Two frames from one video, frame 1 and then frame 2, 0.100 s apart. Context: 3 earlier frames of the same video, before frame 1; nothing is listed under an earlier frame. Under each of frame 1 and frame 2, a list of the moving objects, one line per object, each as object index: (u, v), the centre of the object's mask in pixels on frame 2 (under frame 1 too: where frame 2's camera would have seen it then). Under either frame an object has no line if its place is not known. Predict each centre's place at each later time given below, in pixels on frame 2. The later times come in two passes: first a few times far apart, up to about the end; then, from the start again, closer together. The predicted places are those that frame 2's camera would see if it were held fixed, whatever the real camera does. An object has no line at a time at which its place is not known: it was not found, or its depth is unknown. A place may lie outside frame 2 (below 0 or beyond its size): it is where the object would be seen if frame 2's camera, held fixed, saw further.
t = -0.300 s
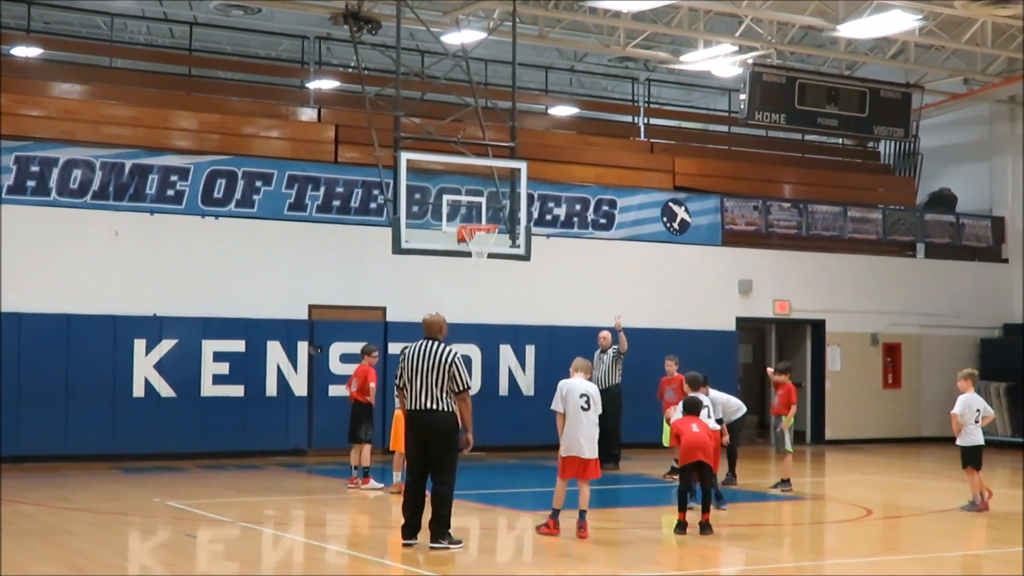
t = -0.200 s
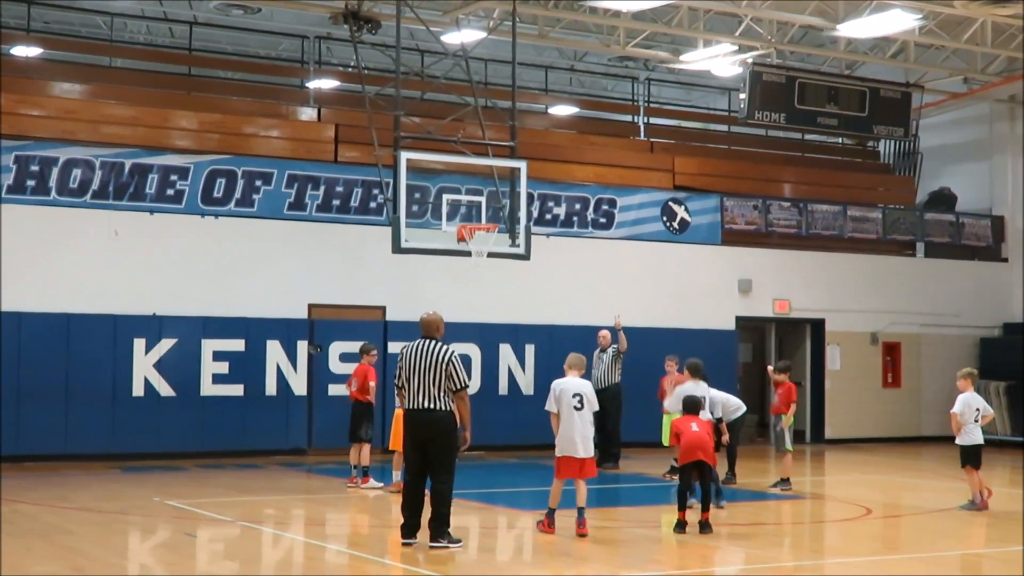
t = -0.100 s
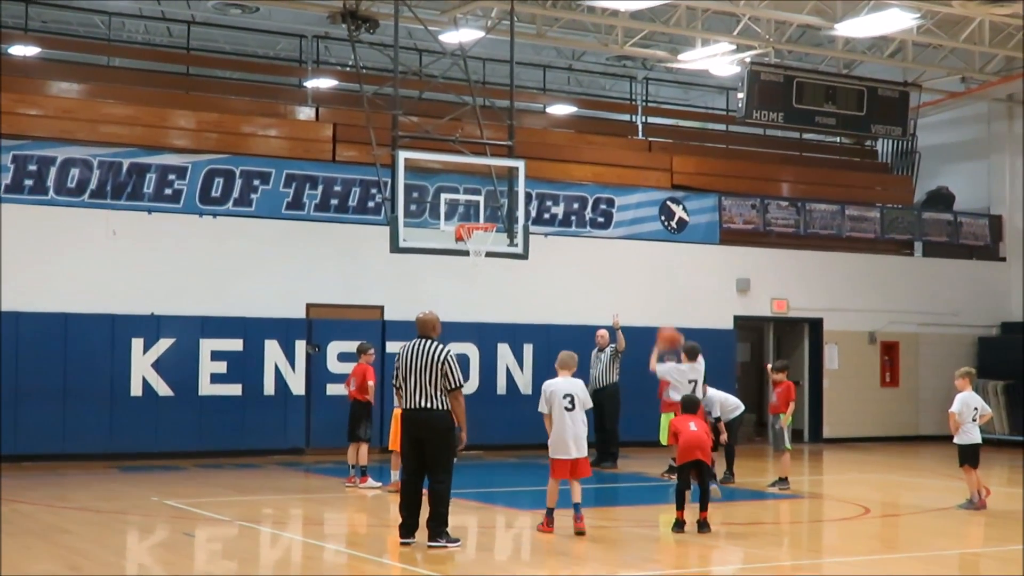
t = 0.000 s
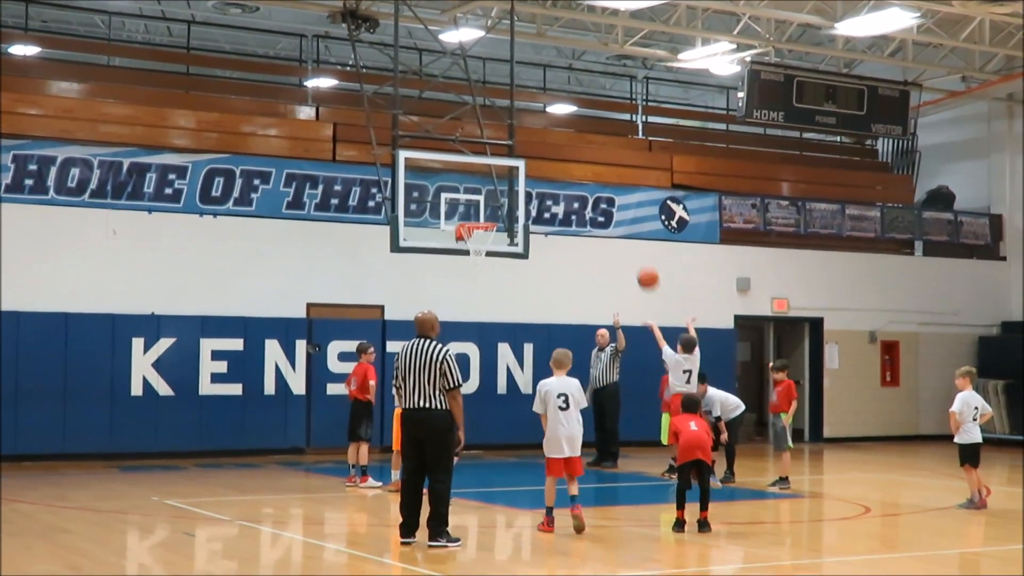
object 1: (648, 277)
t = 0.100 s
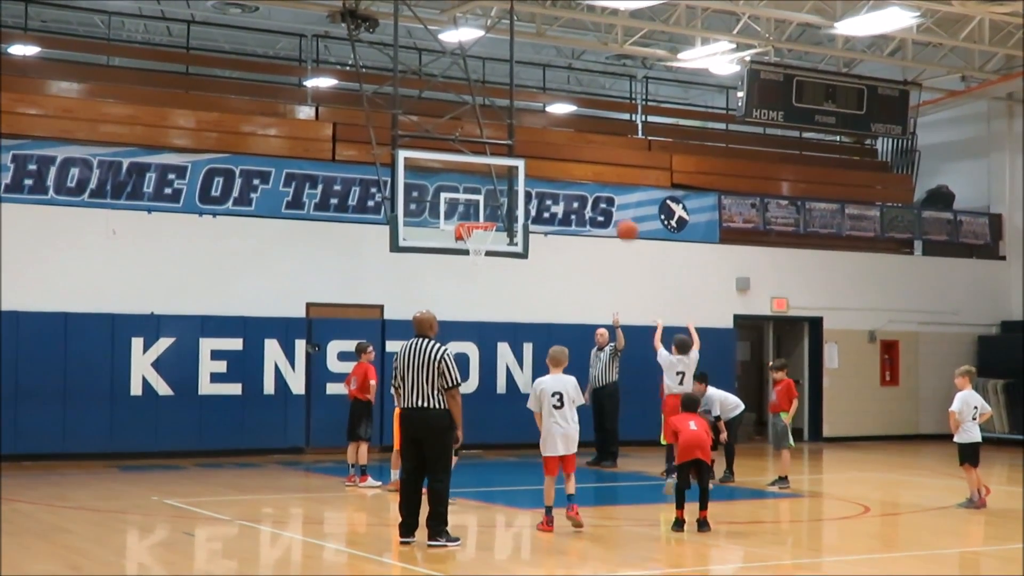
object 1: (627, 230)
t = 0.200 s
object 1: (607, 192)
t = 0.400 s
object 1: (571, 148)
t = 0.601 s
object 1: (538, 140)
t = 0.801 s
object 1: (506, 165)
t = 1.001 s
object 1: (476, 217)
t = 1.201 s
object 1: (468, 254)
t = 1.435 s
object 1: (472, 305)
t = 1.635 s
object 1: (479, 381)
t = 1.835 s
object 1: (482, 445)
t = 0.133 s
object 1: (620, 216)
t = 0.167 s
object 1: (613, 204)
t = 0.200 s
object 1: (607, 192)
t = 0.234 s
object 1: (601, 182)
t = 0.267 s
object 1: (595, 173)
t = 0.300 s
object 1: (589, 165)
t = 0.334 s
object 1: (583, 158)
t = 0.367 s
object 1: (577, 153)
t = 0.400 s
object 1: (571, 148)
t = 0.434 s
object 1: (566, 144)
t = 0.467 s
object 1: (560, 141)
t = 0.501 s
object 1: (554, 139)
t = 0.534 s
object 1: (549, 138)
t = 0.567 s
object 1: (543, 139)
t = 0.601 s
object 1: (538, 140)
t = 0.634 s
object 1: (533, 141)
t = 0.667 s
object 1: (527, 145)
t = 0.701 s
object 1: (522, 148)
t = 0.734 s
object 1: (516, 153)
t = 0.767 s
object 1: (511, 158)
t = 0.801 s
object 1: (506, 165)
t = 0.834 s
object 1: (501, 172)
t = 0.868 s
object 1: (496, 179)
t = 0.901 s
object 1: (491, 188)
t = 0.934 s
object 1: (486, 197)
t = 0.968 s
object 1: (481, 208)
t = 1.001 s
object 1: (476, 217)
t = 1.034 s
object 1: (472, 231)
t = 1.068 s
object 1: (467, 240)
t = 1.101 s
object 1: (466, 245)
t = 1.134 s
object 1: (467, 247)
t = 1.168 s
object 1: (466, 249)
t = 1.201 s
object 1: (468, 254)
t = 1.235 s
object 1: (468, 259)
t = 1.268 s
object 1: (469, 265)
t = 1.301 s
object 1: (470, 271)
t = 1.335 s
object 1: (470, 278)
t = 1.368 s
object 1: (471, 286)
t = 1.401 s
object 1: (472, 295)
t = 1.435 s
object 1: (472, 305)
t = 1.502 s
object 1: (474, 328)
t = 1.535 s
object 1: (475, 339)
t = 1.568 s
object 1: (476, 353)
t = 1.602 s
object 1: (477, 368)
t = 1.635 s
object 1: (479, 381)
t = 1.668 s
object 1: (482, 398)
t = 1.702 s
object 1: (481, 415)
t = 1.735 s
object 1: (479, 432)
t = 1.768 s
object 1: (479, 451)
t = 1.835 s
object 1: (482, 445)
